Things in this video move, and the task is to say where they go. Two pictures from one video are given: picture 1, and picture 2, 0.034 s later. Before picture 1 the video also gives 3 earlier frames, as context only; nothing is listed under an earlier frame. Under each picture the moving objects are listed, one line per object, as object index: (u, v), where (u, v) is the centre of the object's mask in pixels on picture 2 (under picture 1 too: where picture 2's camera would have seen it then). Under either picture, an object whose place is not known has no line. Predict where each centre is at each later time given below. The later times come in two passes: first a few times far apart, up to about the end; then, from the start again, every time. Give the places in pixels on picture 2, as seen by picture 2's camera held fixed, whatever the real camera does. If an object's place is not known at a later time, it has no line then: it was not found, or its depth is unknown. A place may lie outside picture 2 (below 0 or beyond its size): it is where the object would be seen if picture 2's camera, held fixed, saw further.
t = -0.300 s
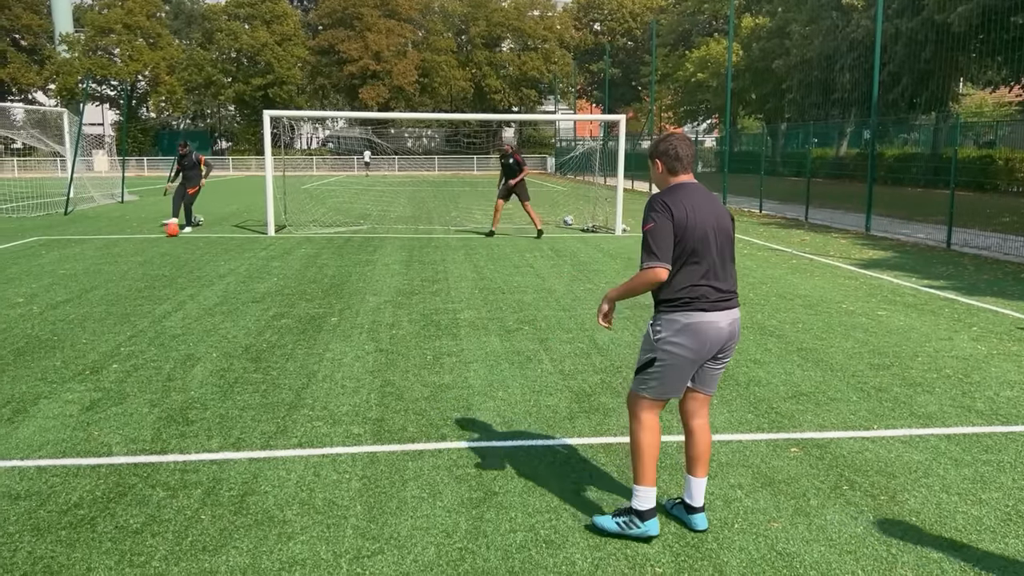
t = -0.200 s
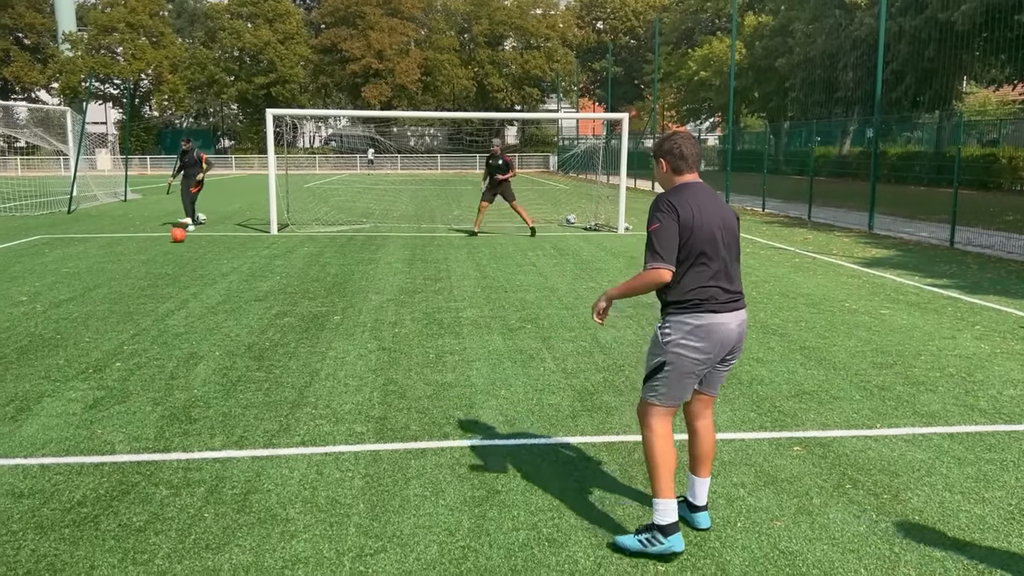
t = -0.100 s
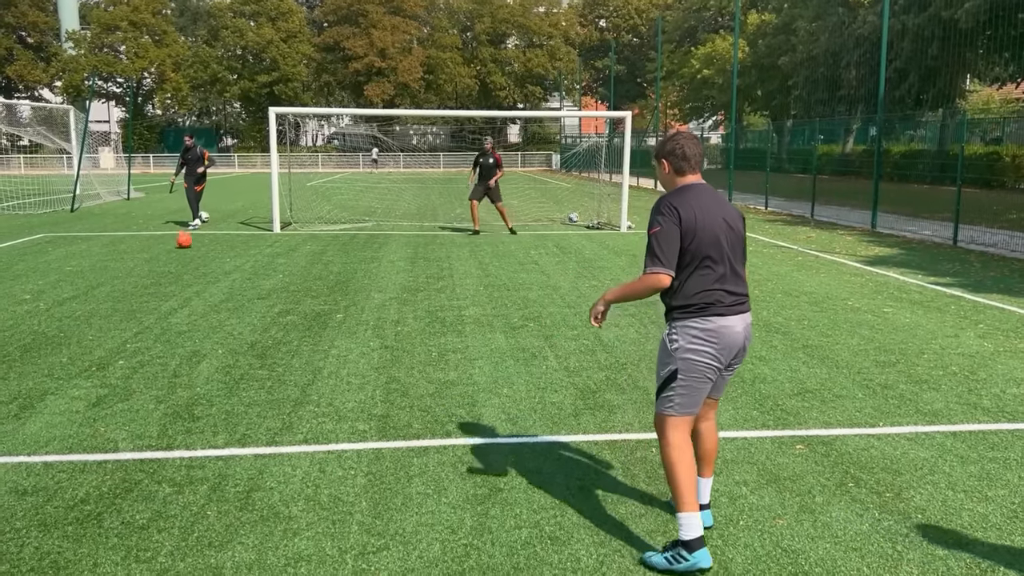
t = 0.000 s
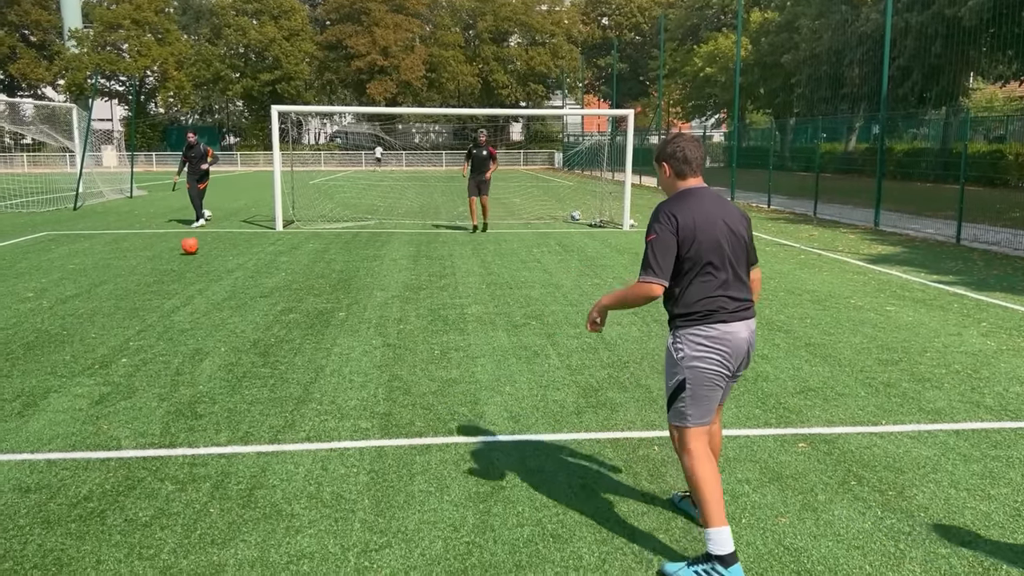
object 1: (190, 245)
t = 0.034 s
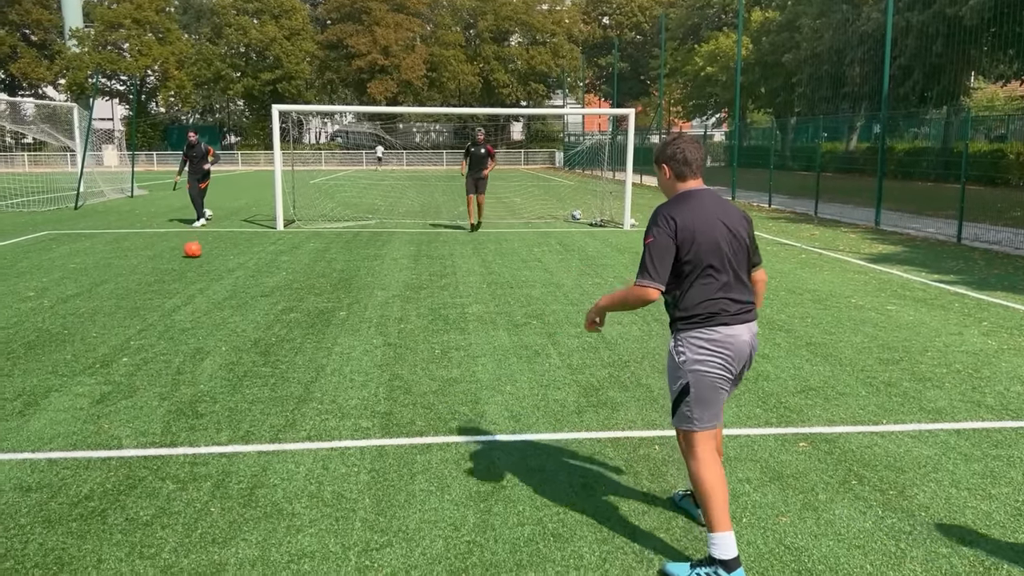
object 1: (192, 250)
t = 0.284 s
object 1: (202, 268)
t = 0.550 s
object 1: (218, 293)
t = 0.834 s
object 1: (245, 336)
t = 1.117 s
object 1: (289, 397)
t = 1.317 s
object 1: (338, 465)
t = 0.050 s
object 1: (193, 250)
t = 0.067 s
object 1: (193, 251)
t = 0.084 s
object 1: (194, 251)
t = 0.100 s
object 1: (194, 251)
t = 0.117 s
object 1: (195, 251)
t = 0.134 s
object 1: (196, 252)
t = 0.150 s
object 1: (197, 254)
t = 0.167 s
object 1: (197, 255)
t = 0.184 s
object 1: (198, 257)
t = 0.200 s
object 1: (198, 258)
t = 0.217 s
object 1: (199, 260)
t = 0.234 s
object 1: (200, 263)
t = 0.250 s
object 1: (201, 266)
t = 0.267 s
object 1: (202, 268)
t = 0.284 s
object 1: (202, 268)
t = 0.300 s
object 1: (203, 269)
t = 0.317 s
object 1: (204, 268)
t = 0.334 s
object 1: (204, 269)
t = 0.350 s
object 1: (206, 270)
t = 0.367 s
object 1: (207, 271)
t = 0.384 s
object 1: (207, 273)
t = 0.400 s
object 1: (209, 275)
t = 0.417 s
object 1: (209, 276)
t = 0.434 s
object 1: (210, 279)
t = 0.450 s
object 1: (212, 282)
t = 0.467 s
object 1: (213, 285)
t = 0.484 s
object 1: (214, 289)
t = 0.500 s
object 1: (215, 290)
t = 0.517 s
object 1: (216, 291)
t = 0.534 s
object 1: (217, 292)
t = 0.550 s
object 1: (218, 293)
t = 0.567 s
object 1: (220, 295)
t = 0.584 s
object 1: (221, 296)
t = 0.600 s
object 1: (222, 298)
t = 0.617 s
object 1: (223, 301)
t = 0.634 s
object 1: (225, 304)
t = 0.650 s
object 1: (226, 308)
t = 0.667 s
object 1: (227, 310)
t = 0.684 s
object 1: (230, 314)
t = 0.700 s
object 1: (231, 315)
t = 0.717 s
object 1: (232, 317)
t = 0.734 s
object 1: (234, 319)
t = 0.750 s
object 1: (236, 322)
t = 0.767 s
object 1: (238, 325)
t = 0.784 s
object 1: (240, 329)
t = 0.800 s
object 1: (241, 330)
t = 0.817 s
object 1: (243, 333)
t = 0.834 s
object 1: (245, 336)
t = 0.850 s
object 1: (247, 339)
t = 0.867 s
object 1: (249, 341)
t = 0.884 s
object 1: (251, 345)
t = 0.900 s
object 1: (253, 347)
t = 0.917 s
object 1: (257, 349)
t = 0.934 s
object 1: (258, 352)
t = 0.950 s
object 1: (261, 356)
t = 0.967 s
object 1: (263, 359)
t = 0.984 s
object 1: (266, 365)
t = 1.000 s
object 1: (268, 369)
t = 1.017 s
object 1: (271, 372)
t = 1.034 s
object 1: (273, 376)
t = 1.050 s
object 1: (277, 379)
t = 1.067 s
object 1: (280, 384)
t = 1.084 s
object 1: (283, 390)
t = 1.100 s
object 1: (287, 394)
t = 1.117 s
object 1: (289, 397)
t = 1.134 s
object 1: (291, 399)
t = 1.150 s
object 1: (295, 404)
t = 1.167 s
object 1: (299, 408)
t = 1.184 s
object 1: (303, 413)
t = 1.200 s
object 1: (307, 419)
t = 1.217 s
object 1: (311, 426)
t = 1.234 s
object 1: (315, 434)
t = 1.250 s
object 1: (319, 440)
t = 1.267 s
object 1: (323, 444)
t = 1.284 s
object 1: (328, 450)
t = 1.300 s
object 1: (333, 457)
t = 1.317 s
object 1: (338, 465)
